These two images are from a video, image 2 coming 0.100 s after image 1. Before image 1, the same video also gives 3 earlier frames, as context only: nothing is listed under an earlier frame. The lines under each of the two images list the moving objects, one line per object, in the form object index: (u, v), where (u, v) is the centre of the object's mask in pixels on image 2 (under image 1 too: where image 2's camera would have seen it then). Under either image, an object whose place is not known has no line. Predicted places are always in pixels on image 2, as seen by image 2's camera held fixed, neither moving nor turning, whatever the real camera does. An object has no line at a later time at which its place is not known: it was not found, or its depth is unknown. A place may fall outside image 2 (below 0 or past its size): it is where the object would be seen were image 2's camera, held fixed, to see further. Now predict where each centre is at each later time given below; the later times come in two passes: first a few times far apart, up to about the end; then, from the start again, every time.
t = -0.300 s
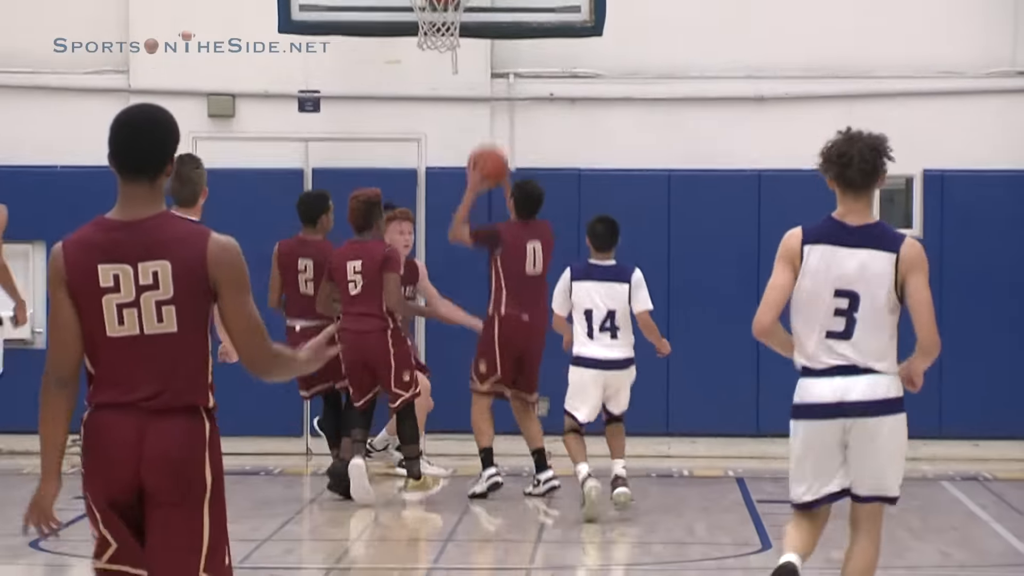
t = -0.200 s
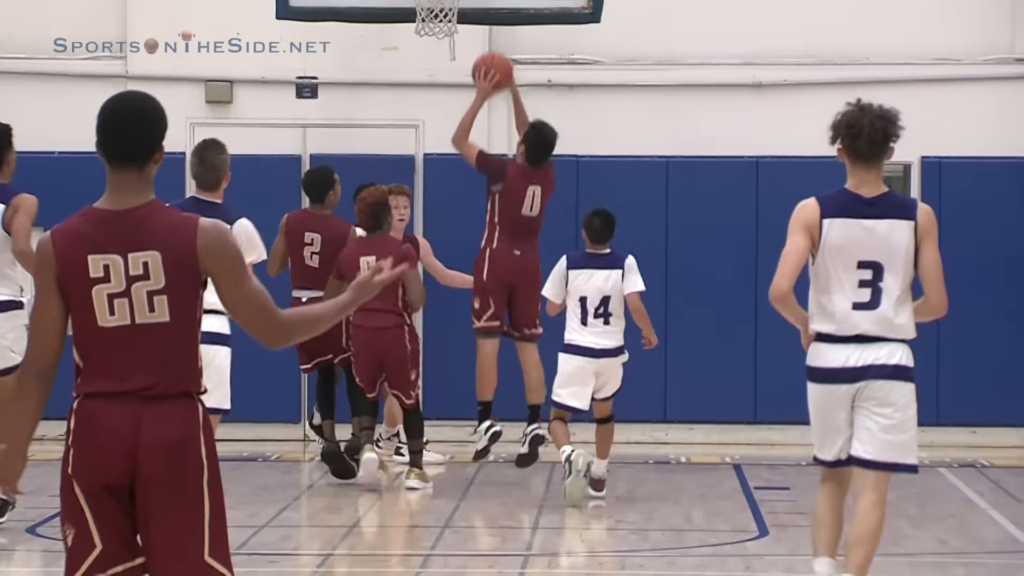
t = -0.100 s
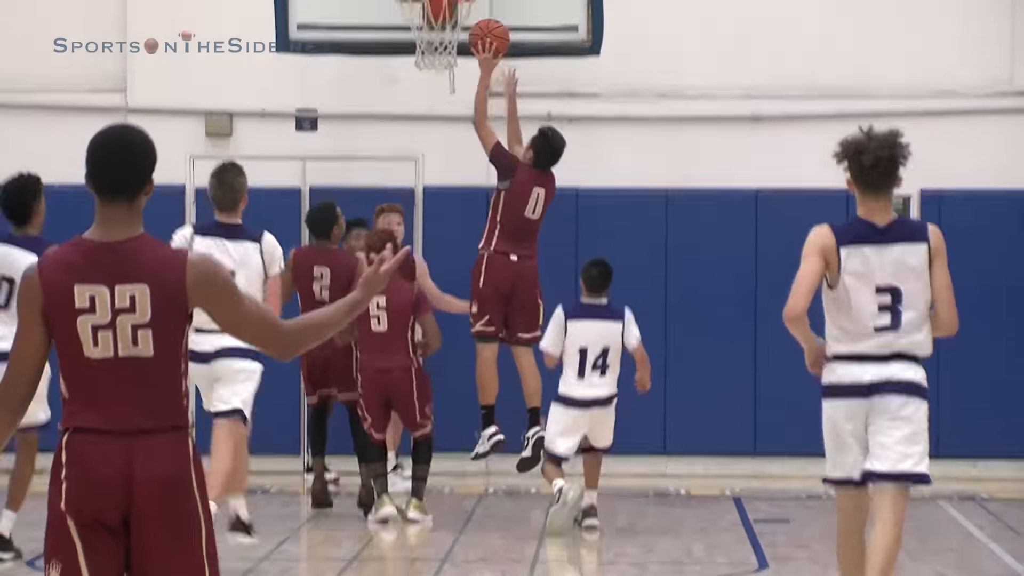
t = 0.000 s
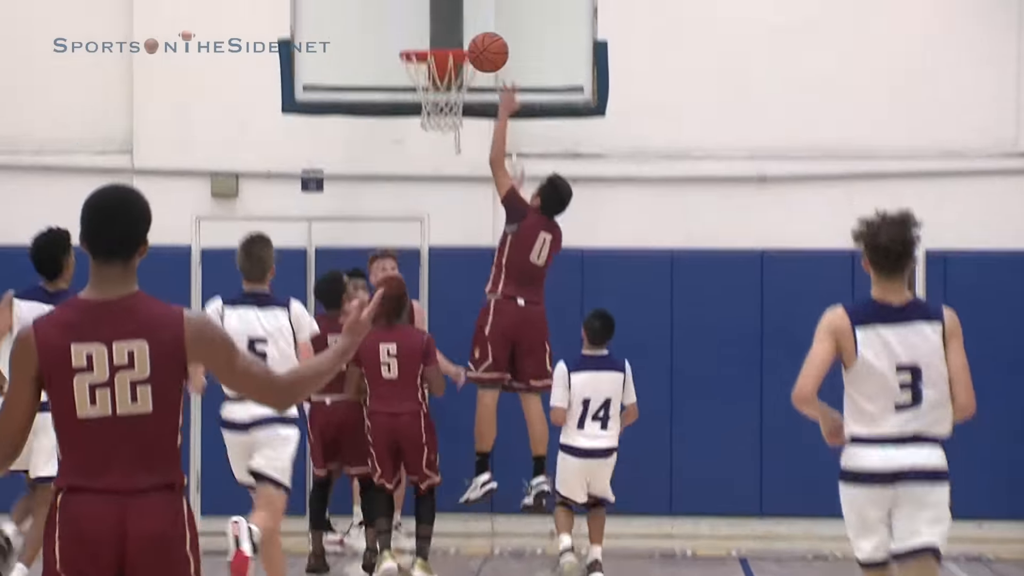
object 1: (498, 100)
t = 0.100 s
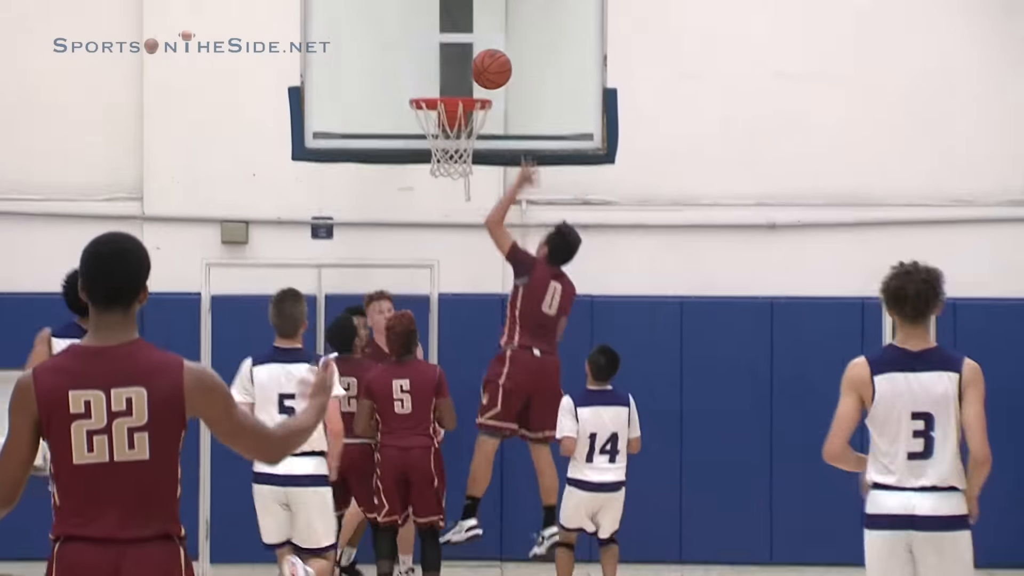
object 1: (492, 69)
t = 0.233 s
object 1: (482, 54)
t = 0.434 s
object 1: (469, 81)
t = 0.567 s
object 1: (454, 91)
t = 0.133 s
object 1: (489, 62)
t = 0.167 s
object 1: (487, 58)
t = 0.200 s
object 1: (485, 55)
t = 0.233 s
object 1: (482, 54)
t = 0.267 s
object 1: (480, 55)
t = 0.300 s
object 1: (478, 58)
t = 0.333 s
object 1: (476, 63)
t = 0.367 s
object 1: (473, 69)
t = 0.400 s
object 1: (471, 77)
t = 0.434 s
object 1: (469, 81)
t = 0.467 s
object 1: (465, 82)
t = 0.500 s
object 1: (461, 84)
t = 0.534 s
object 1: (458, 87)
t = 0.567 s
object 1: (454, 91)
